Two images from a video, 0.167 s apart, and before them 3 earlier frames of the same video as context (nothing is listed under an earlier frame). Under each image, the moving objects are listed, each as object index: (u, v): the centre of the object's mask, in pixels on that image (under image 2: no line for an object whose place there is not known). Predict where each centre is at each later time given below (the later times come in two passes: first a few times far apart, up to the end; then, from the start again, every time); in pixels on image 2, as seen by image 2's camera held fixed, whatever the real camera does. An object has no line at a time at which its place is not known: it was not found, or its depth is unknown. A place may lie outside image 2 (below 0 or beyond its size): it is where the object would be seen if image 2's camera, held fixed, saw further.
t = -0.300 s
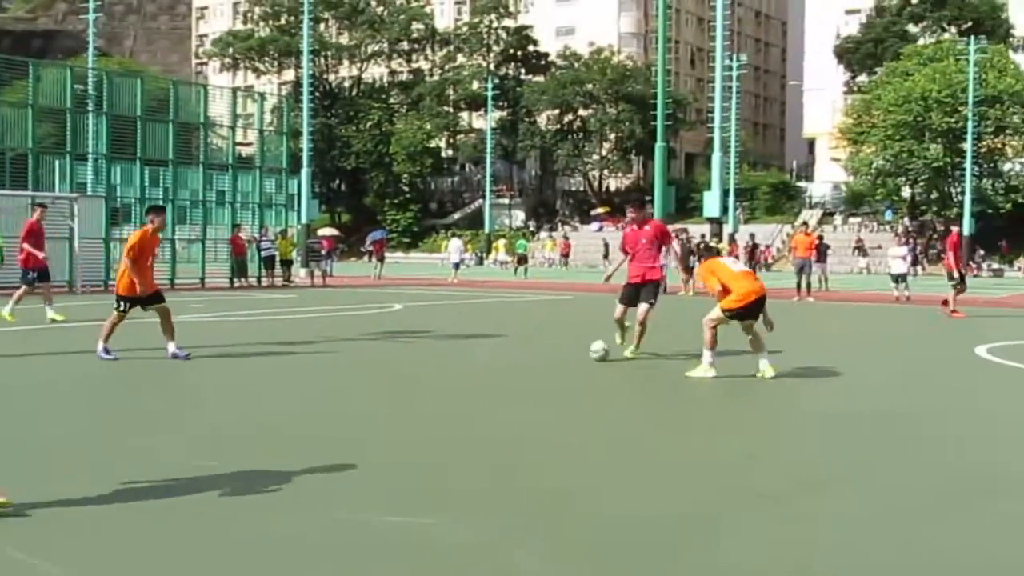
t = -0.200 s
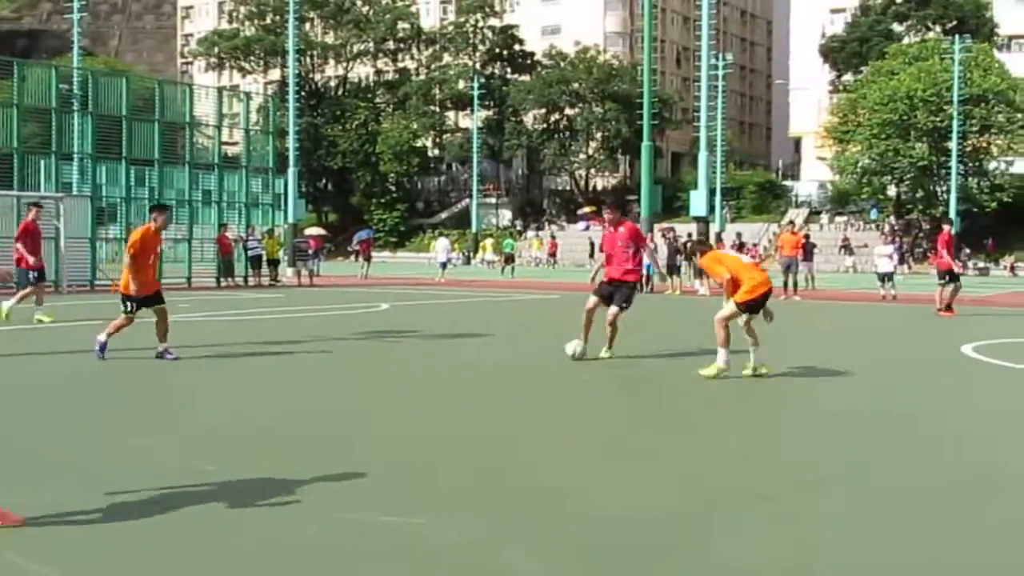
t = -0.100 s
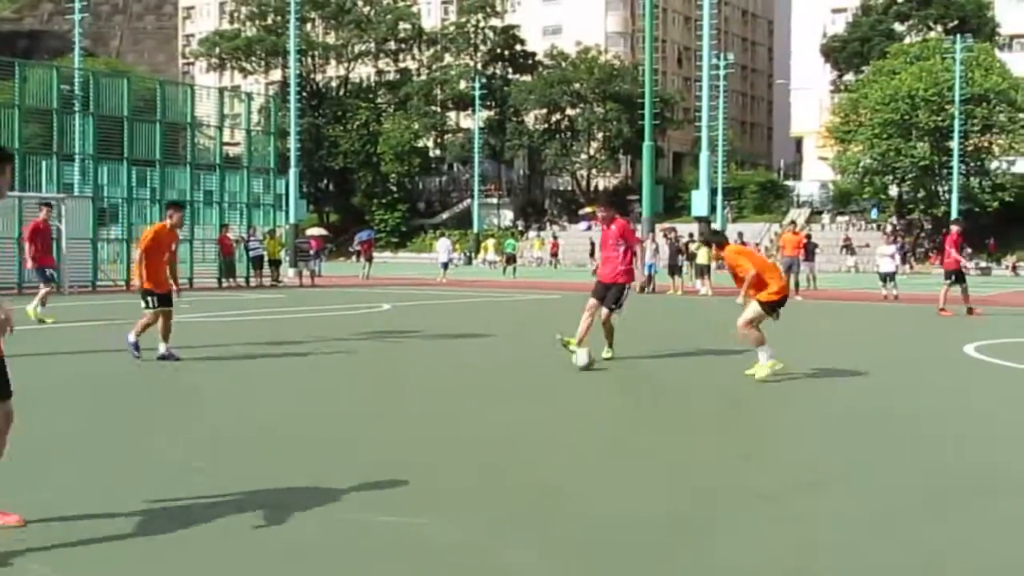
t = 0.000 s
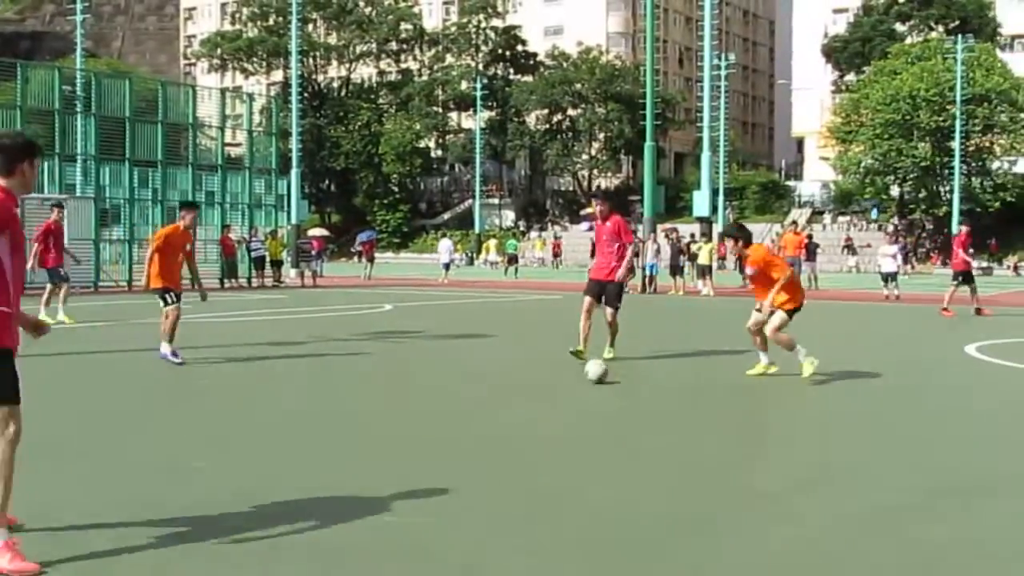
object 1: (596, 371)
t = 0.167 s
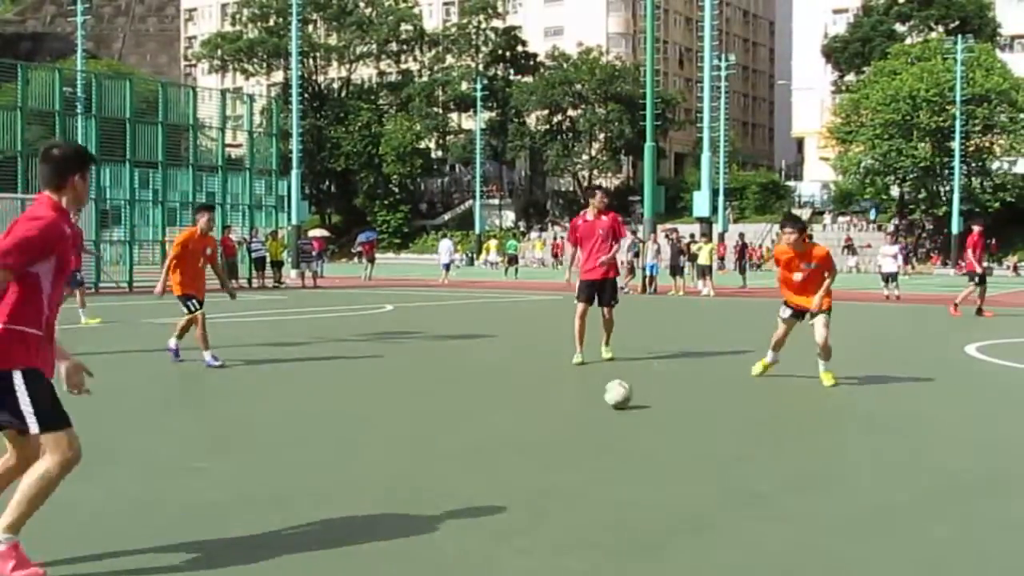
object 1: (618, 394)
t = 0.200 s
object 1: (622, 399)
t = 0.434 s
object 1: (661, 437)
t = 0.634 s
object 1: (704, 472)
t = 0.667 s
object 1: (712, 479)
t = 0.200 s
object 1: (622, 399)
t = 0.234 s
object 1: (627, 404)
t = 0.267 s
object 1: (633, 409)
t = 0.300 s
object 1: (639, 415)
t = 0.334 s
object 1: (643, 420)
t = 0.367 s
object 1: (650, 425)
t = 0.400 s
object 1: (655, 431)
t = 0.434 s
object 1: (661, 437)
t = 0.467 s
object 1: (668, 442)
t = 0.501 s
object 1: (674, 447)
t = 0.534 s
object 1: (680, 454)
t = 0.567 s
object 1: (688, 459)
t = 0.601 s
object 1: (696, 465)
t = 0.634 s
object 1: (704, 472)
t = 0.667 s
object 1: (712, 479)
